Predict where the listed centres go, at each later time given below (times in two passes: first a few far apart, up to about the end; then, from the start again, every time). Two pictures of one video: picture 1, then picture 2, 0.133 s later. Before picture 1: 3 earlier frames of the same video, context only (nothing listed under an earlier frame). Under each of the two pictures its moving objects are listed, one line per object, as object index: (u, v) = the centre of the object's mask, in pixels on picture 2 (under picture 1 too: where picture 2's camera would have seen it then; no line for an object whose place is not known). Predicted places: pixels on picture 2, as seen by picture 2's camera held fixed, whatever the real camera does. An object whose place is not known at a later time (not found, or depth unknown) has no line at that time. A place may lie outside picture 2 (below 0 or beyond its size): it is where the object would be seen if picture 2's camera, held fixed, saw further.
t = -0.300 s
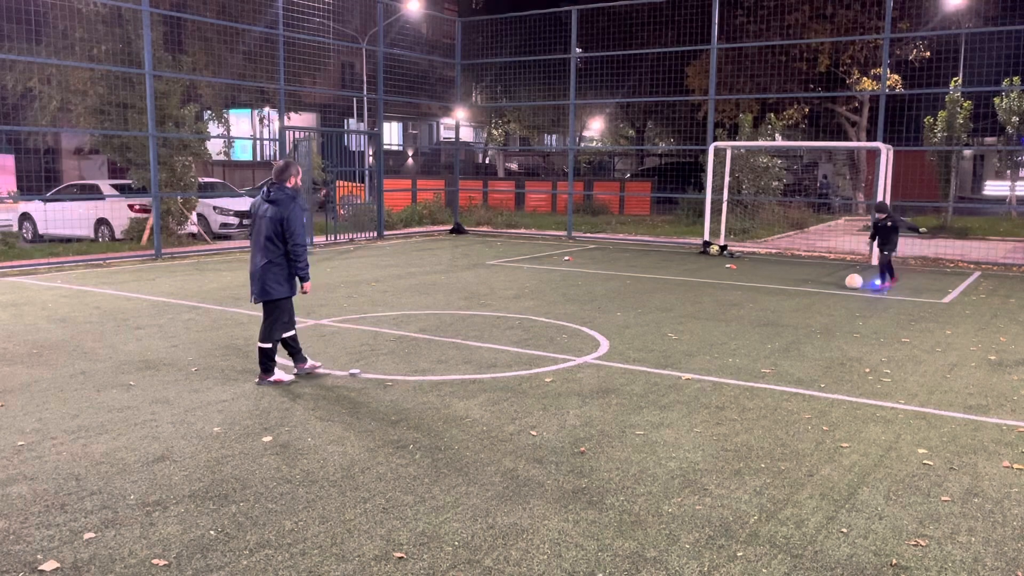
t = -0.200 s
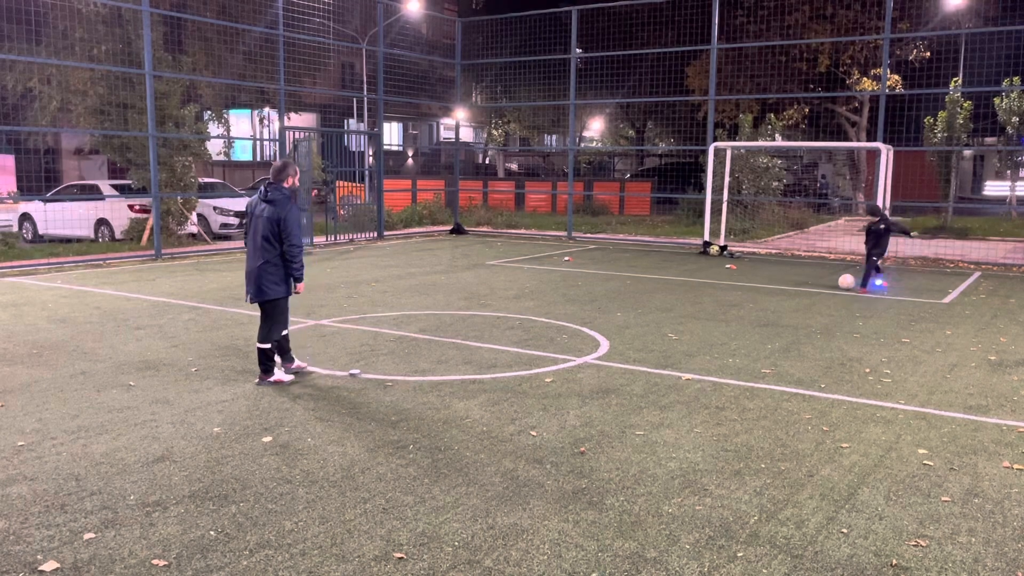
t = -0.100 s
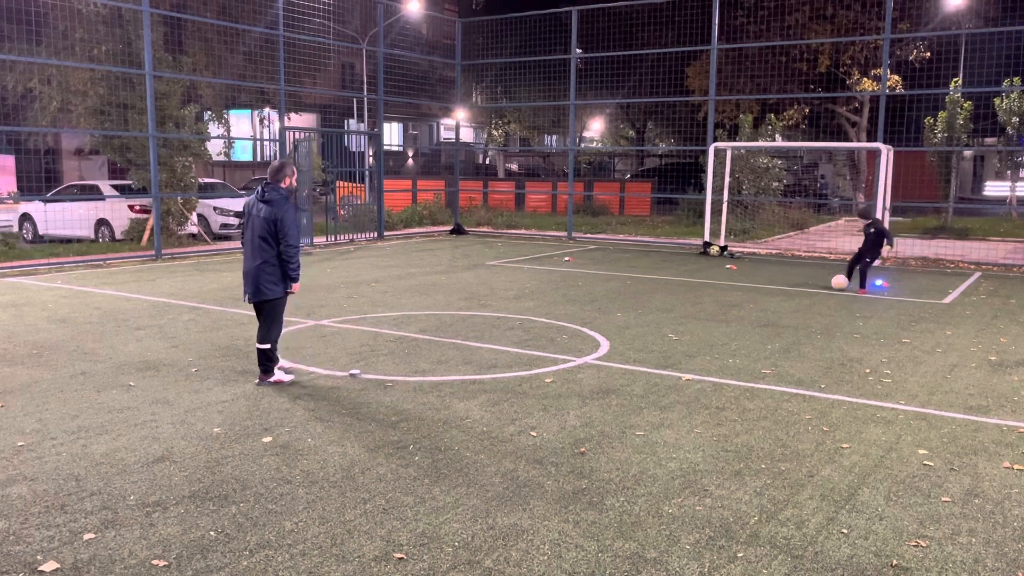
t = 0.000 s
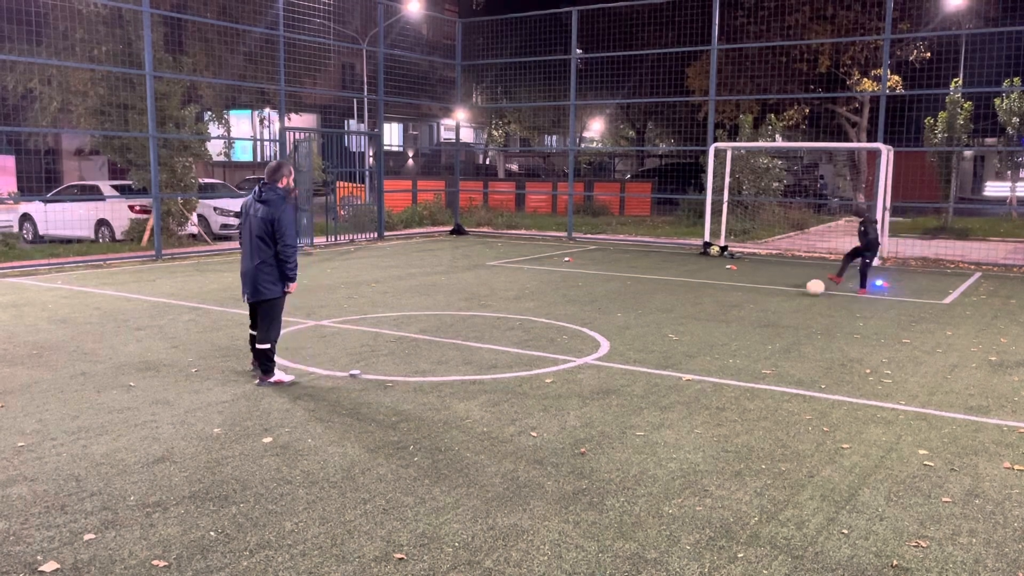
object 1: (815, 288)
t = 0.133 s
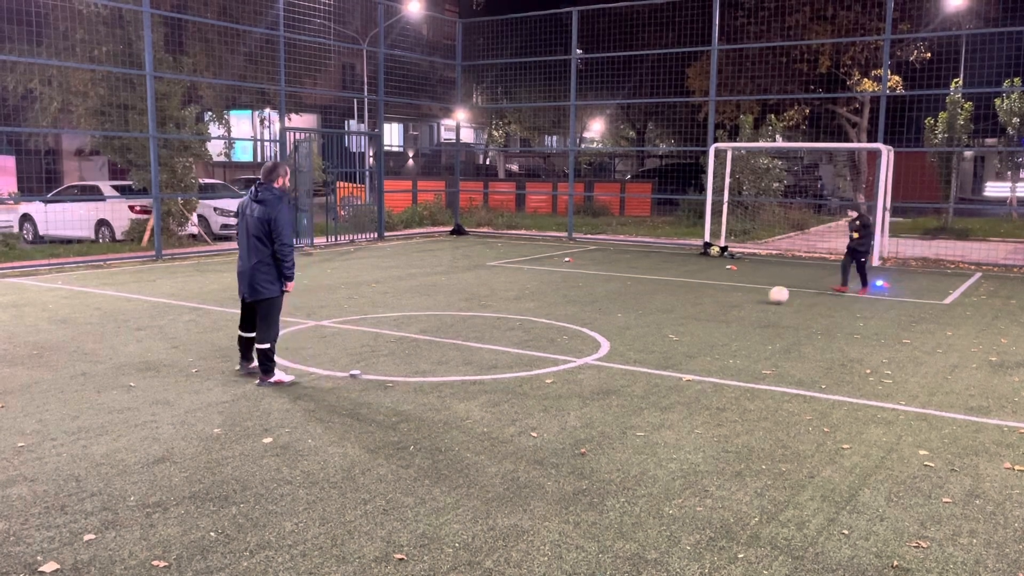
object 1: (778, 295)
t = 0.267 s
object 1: (741, 302)
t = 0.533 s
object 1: (668, 316)
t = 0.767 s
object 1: (600, 326)
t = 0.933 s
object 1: (543, 342)
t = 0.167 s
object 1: (769, 298)
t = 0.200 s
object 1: (760, 299)
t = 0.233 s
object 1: (751, 301)
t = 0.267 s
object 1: (741, 302)
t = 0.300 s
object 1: (732, 304)
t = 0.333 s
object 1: (722, 306)
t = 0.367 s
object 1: (713, 308)
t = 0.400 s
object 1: (704, 309)
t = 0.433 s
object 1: (695, 312)
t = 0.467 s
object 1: (686, 313)
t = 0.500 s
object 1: (677, 314)
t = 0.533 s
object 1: (668, 316)
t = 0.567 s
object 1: (659, 319)
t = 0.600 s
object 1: (649, 320)
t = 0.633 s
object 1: (640, 321)
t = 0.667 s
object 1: (630, 323)
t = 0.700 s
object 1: (620, 327)
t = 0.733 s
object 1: (610, 327)
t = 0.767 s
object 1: (600, 326)
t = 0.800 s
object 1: (589, 327)
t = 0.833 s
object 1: (578, 329)
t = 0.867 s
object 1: (566, 332)
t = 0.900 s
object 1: (555, 337)
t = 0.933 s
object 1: (543, 342)
